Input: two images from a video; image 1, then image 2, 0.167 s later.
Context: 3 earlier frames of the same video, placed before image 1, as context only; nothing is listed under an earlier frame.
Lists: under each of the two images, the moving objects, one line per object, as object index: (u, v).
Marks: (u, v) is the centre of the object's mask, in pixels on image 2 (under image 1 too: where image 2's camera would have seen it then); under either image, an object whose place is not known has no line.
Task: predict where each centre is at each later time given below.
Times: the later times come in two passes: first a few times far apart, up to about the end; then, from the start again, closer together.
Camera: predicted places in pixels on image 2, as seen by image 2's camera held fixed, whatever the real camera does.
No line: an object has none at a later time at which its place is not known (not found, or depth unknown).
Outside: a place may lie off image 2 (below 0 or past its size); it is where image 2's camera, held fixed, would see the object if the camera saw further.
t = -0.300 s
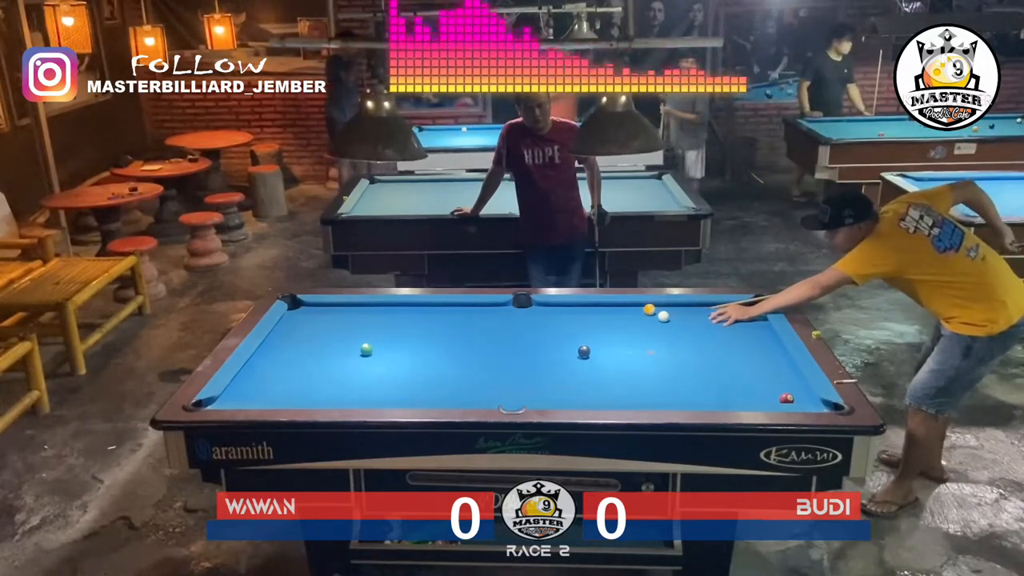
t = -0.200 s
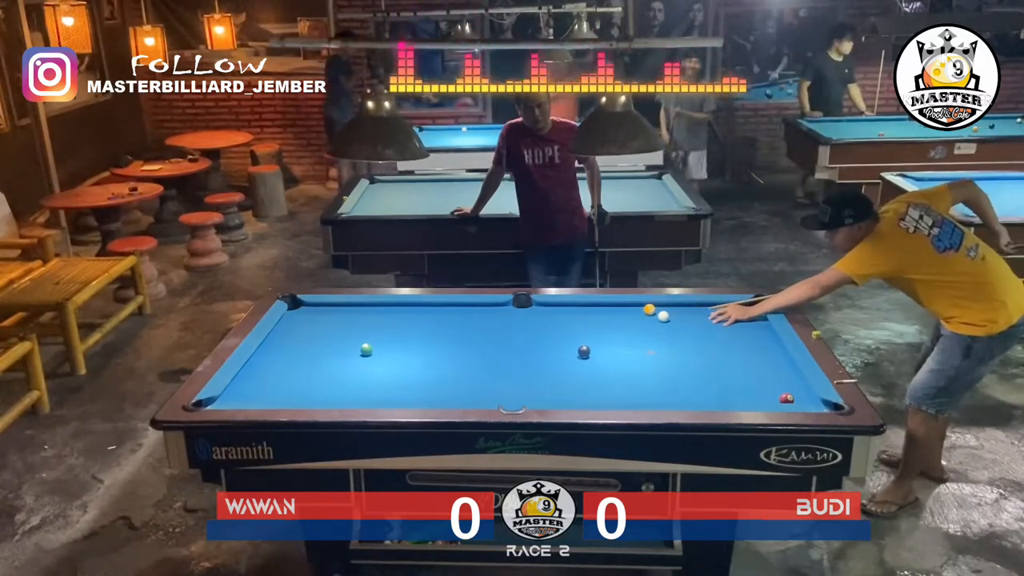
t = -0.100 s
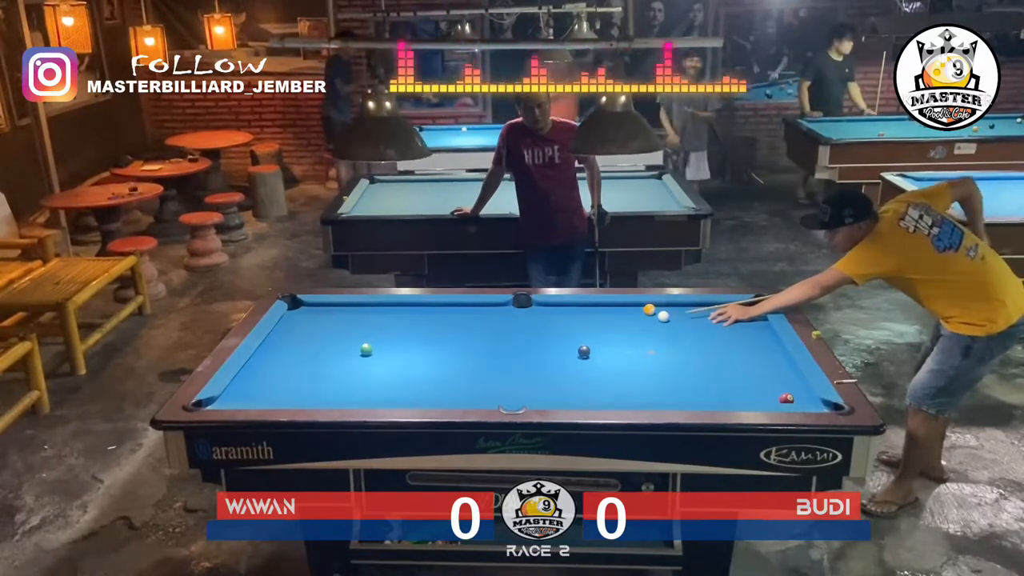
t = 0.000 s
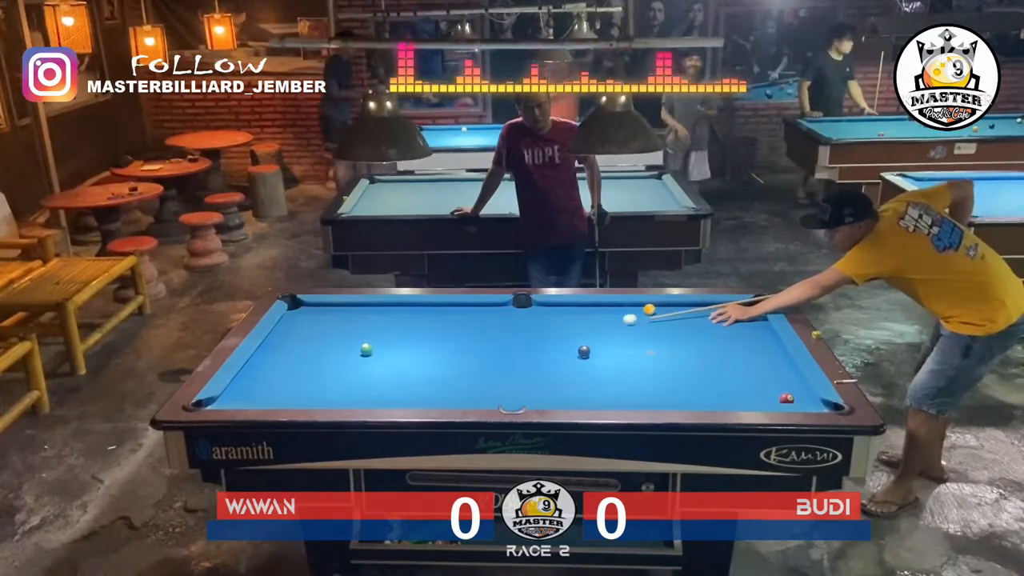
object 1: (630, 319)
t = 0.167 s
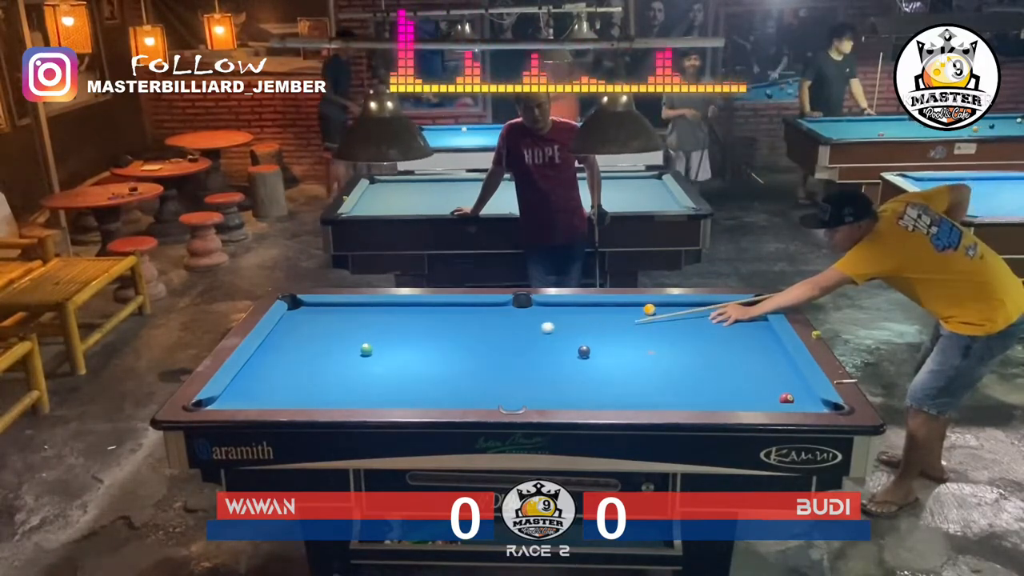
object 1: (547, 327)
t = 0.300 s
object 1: (489, 333)
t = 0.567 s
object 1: (374, 344)
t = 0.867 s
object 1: (279, 337)
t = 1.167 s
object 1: (333, 329)
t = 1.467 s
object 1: (392, 321)
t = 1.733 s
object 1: (439, 315)
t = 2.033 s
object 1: (487, 309)
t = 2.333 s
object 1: (530, 304)
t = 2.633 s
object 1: (533, 312)
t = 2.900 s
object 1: (533, 318)
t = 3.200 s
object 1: (534, 325)
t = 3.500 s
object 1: (536, 330)
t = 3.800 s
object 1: (538, 334)
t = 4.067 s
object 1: (539, 336)
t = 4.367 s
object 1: (539, 337)
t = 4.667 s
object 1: (539, 337)
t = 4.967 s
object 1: (539, 337)
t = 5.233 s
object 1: (539, 337)
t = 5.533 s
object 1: (539, 337)
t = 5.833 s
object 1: (539, 337)
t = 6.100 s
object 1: (539, 337)
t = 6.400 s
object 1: (539, 337)
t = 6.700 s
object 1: (539, 337)
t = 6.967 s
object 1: (539, 337)
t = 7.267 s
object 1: (539, 337)
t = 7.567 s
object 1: (539, 337)
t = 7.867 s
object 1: (539, 337)
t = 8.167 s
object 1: (539, 337)
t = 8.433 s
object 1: (539, 337)
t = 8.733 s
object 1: (539, 337)
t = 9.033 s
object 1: (539, 337)
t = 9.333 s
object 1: (539, 337)
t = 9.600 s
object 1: (539, 337)
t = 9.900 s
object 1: (539, 337)
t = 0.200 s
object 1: (533, 329)
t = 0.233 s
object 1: (518, 330)
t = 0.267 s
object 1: (504, 332)
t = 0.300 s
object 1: (489, 333)
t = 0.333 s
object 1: (475, 335)
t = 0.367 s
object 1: (460, 336)
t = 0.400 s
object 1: (446, 337)
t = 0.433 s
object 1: (432, 339)
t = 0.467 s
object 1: (417, 340)
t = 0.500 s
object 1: (403, 342)
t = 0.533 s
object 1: (388, 343)
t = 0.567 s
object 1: (374, 344)
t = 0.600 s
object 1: (363, 342)
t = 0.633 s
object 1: (352, 343)
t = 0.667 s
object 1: (341, 342)
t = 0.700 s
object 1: (331, 341)
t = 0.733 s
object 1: (320, 340)
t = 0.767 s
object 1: (310, 339)
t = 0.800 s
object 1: (299, 338)
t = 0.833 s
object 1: (289, 338)
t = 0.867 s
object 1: (279, 337)
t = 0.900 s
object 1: (274, 336)
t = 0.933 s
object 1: (282, 335)
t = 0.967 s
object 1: (290, 334)
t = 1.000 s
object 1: (297, 333)
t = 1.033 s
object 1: (305, 332)
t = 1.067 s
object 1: (312, 331)
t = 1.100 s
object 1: (319, 331)
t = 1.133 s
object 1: (326, 330)
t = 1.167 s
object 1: (333, 329)
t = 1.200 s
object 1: (340, 328)
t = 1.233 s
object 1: (346, 327)
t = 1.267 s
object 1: (353, 326)
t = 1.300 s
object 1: (360, 325)
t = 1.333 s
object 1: (366, 324)
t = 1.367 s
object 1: (373, 323)
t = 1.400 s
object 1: (379, 323)
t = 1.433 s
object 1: (385, 322)
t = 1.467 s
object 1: (392, 321)
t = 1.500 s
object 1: (398, 320)
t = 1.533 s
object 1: (404, 320)
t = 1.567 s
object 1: (410, 319)
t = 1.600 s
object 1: (416, 318)
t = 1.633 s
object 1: (422, 318)
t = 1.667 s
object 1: (427, 317)
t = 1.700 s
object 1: (433, 316)
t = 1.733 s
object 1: (439, 315)
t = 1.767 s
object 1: (444, 314)
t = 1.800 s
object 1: (450, 314)
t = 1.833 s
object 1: (455, 313)
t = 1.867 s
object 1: (461, 313)
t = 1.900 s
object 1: (466, 312)
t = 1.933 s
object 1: (471, 311)
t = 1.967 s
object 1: (476, 310)
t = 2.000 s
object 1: (482, 310)
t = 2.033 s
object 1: (487, 309)
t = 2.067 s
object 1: (492, 309)
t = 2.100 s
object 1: (497, 308)
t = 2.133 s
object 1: (501, 307)
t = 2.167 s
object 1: (506, 307)
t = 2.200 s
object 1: (511, 306)
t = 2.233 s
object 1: (516, 306)
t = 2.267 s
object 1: (521, 305)
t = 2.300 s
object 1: (525, 304)
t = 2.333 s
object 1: (530, 304)
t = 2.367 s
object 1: (533, 304)
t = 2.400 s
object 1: (533, 305)
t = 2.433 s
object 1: (533, 306)
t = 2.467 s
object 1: (533, 307)
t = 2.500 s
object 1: (533, 308)
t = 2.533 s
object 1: (533, 309)
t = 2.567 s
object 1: (533, 310)
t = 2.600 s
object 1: (532, 311)
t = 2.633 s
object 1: (533, 312)
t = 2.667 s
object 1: (533, 312)
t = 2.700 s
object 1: (533, 313)
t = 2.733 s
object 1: (533, 314)
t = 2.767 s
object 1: (533, 315)
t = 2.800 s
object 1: (533, 316)
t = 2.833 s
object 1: (533, 317)
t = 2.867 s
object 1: (533, 318)
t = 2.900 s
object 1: (533, 318)
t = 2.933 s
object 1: (533, 319)
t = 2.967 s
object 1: (533, 320)
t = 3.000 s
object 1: (533, 321)
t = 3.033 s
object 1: (534, 321)
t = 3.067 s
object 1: (534, 322)
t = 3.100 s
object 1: (534, 323)
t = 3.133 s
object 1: (534, 324)
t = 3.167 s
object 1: (534, 324)
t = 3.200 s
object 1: (534, 325)
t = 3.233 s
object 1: (534, 326)
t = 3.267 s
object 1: (535, 326)
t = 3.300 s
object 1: (535, 327)
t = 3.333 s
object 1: (535, 328)
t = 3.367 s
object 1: (535, 328)
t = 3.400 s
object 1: (536, 329)
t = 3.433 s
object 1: (536, 329)
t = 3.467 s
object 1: (536, 330)
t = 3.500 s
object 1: (536, 330)
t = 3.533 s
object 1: (536, 331)
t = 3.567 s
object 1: (536, 331)
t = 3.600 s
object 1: (536, 332)
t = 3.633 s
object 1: (537, 332)
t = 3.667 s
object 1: (537, 333)
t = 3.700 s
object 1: (537, 333)
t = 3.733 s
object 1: (537, 333)
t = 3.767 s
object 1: (537, 333)
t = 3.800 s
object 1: (538, 334)
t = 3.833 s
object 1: (538, 334)
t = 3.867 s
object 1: (538, 334)
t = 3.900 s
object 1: (538, 335)
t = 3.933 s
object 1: (539, 335)
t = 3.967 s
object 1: (539, 335)
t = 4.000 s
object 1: (539, 335)
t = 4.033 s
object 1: (539, 336)
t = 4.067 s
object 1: (539, 336)
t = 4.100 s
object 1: (539, 336)
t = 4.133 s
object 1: (539, 336)
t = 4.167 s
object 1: (539, 336)
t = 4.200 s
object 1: (539, 337)
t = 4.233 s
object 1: (539, 337)
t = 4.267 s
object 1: (539, 337)
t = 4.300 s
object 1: (539, 337)
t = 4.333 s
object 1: (539, 337)
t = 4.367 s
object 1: (539, 337)
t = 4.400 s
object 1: (539, 337)
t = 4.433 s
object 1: (539, 337)
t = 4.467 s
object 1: (539, 337)
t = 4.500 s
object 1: (539, 337)
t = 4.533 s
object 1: (539, 337)
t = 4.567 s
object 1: (539, 337)
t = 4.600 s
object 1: (539, 337)
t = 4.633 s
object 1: (539, 337)
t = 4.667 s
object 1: (539, 337)
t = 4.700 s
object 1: (539, 337)
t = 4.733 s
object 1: (539, 337)
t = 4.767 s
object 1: (539, 337)
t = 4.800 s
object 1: (539, 337)
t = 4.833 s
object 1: (539, 337)
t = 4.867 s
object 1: (539, 337)
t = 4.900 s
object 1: (539, 337)
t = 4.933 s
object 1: (539, 337)
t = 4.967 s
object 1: (539, 337)
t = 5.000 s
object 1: (539, 337)
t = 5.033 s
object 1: (539, 337)
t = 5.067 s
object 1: (539, 337)
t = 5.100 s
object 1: (539, 337)
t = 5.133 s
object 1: (539, 337)
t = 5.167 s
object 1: (539, 337)
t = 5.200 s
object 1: (539, 337)
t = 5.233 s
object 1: (539, 337)
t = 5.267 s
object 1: (539, 337)
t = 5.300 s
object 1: (539, 337)
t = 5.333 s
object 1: (539, 337)
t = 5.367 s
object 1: (539, 337)
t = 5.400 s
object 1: (539, 337)
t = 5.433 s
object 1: (539, 337)
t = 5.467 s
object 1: (539, 337)
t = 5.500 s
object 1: (539, 337)
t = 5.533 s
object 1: (539, 337)
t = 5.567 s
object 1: (539, 337)
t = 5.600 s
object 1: (539, 337)
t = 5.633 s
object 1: (539, 337)
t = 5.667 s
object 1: (539, 337)
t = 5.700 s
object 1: (539, 337)
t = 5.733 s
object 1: (539, 337)
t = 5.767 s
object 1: (539, 337)
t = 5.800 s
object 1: (539, 337)
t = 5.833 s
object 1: (539, 337)
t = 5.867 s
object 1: (539, 337)
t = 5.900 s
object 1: (539, 337)
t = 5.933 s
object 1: (539, 337)
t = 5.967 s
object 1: (539, 337)
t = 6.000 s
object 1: (539, 337)
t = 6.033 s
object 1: (539, 337)
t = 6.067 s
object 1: (539, 337)
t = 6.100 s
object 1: (539, 337)
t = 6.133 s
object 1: (539, 337)
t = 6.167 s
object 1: (539, 337)
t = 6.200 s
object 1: (539, 337)
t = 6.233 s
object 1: (539, 337)
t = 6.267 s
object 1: (539, 337)
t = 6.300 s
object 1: (539, 337)
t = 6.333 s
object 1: (539, 337)
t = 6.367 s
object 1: (539, 337)
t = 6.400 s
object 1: (539, 337)
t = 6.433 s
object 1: (539, 337)
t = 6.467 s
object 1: (539, 337)
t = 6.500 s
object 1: (539, 337)
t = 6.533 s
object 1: (539, 337)
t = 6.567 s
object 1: (539, 337)
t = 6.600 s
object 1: (539, 337)
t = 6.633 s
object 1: (539, 337)
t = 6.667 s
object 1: (539, 337)
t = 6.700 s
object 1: (539, 337)
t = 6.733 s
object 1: (539, 337)
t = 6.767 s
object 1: (539, 337)
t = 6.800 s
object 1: (539, 337)
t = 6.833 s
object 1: (539, 337)
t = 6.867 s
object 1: (539, 337)
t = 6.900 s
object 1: (539, 337)
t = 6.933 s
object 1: (539, 337)
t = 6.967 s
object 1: (539, 337)
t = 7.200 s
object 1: (541, 337)
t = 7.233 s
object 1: (539, 337)
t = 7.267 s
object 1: (539, 337)
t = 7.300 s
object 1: (539, 337)
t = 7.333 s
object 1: (539, 337)
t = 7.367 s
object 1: (539, 337)
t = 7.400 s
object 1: (539, 337)
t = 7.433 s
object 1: (539, 337)
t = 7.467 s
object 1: (539, 337)
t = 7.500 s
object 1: (539, 337)
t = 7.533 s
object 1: (539, 337)
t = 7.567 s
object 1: (539, 337)
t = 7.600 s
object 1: (539, 337)
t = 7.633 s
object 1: (539, 337)
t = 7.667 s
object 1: (539, 337)
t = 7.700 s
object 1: (539, 337)
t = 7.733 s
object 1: (539, 337)
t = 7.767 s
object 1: (539, 337)
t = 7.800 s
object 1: (539, 337)
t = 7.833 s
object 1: (539, 337)
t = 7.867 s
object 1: (539, 337)
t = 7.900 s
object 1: (539, 337)
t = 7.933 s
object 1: (539, 337)
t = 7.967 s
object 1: (539, 337)
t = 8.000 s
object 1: (539, 337)
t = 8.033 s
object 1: (539, 337)
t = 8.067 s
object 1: (539, 337)
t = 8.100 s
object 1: (539, 337)
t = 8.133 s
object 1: (539, 337)
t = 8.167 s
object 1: (539, 337)
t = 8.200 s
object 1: (539, 337)
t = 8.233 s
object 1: (539, 337)
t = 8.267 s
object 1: (539, 337)
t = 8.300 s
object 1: (539, 337)
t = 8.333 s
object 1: (539, 337)
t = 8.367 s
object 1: (539, 337)
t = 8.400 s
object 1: (539, 337)
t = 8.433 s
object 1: (539, 337)
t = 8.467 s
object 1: (539, 337)
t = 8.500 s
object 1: (539, 337)
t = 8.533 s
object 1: (539, 337)
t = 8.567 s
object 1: (539, 337)
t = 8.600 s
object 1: (539, 337)
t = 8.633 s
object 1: (539, 337)
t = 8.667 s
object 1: (539, 337)
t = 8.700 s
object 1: (539, 337)
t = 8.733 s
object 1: (539, 337)
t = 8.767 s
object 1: (539, 337)
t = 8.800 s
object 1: (539, 337)
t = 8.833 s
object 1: (539, 337)
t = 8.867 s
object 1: (539, 337)
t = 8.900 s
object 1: (539, 337)
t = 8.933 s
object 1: (539, 337)
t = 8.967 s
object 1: (539, 337)
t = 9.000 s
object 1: (539, 337)
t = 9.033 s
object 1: (539, 337)
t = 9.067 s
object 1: (539, 337)
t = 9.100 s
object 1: (539, 337)
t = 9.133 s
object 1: (539, 337)
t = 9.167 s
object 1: (539, 337)
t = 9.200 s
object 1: (539, 337)
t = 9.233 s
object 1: (539, 337)
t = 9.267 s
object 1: (539, 337)
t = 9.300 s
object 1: (539, 337)
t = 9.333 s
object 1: (539, 337)
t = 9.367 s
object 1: (539, 337)
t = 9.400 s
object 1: (539, 337)
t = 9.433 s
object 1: (539, 337)
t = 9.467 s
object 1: (539, 337)
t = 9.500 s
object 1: (539, 337)
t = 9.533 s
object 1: (539, 337)
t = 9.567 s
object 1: (539, 337)
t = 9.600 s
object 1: (539, 337)
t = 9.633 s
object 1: (539, 337)
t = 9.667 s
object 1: (539, 337)
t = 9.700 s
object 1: (539, 337)
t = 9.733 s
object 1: (539, 337)
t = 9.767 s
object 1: (539, 337)
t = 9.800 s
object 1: (539, 337)
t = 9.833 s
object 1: (539, 337)
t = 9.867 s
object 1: (539, 337)
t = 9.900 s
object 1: (539, 337)
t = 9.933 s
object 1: (539, 337)
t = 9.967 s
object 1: (539, 337)
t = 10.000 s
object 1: (539, 337)
